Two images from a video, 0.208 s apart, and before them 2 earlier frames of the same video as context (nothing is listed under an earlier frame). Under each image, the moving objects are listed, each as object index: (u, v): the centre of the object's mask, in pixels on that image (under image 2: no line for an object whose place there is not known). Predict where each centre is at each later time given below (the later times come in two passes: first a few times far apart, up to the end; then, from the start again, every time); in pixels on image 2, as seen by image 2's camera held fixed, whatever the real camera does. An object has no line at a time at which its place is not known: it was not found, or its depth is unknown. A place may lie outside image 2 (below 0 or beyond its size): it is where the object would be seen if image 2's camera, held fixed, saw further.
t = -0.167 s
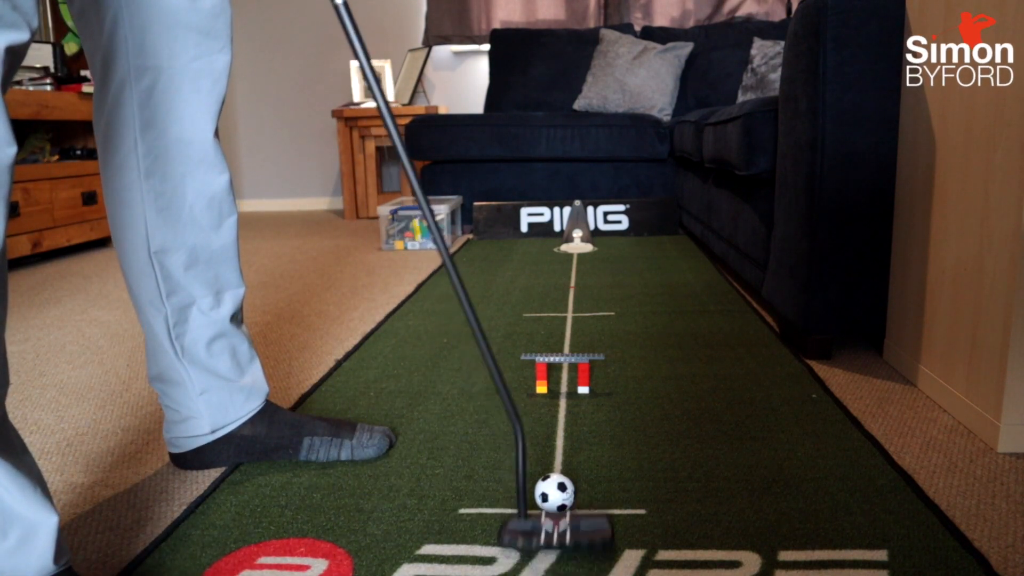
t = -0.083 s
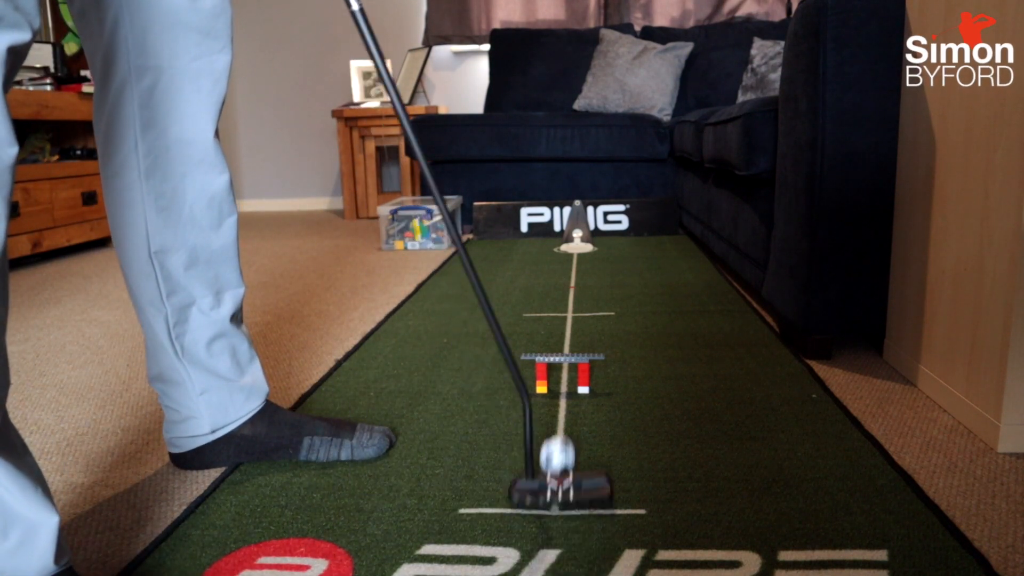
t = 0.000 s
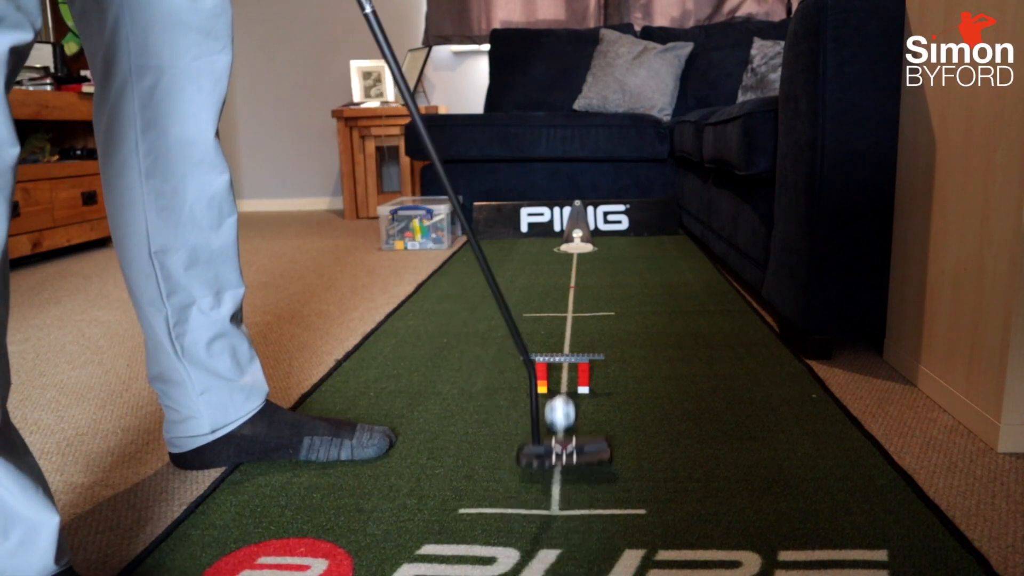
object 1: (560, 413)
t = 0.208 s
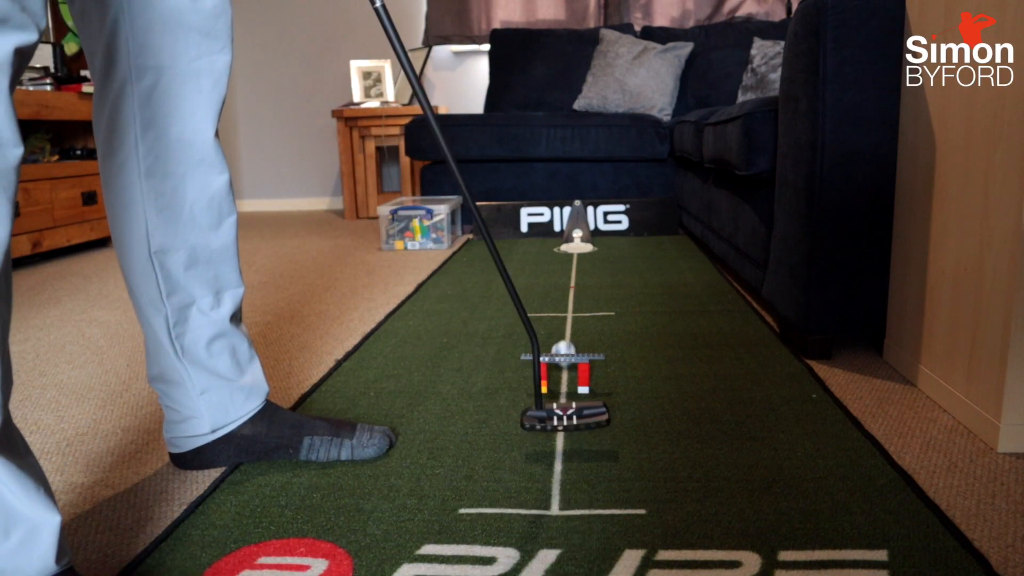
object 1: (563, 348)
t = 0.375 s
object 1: (569, 324)
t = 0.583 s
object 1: (575, 297)
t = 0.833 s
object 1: (581, 274)
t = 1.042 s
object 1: (585, 260)
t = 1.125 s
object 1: (586, 256)
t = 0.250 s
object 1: (565, 344)
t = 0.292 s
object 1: (566, 337)
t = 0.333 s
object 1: (568, 330)
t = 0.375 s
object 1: (569, 324)
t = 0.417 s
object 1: (571, 318)
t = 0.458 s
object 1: (572, 312)
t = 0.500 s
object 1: (573, 307)
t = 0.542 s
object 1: (574, 302)
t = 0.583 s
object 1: (575, 297)
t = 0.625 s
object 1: (577, 293)
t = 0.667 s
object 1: (578, 289)
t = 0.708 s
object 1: (579, 285)
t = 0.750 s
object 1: (580, 281)
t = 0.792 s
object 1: (580, 277)
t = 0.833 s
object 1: (581, 274)
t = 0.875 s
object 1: (582, 271)
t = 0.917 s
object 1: (583, 268)
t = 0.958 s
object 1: (584, 266)
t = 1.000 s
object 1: (584, 263)
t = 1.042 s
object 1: (585, 260)
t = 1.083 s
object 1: (585, 258)
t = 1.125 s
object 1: (586, 256)
